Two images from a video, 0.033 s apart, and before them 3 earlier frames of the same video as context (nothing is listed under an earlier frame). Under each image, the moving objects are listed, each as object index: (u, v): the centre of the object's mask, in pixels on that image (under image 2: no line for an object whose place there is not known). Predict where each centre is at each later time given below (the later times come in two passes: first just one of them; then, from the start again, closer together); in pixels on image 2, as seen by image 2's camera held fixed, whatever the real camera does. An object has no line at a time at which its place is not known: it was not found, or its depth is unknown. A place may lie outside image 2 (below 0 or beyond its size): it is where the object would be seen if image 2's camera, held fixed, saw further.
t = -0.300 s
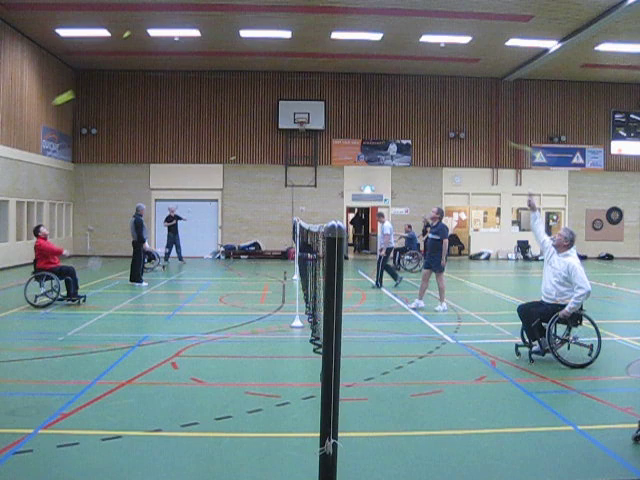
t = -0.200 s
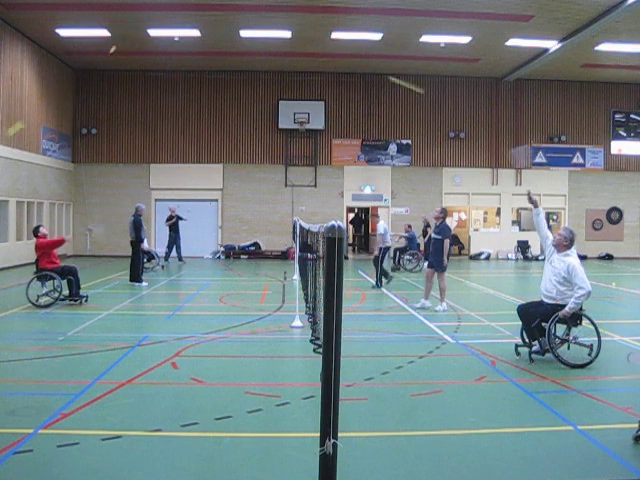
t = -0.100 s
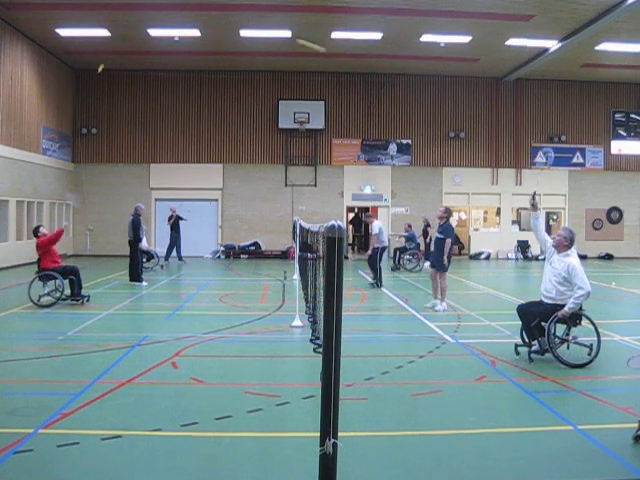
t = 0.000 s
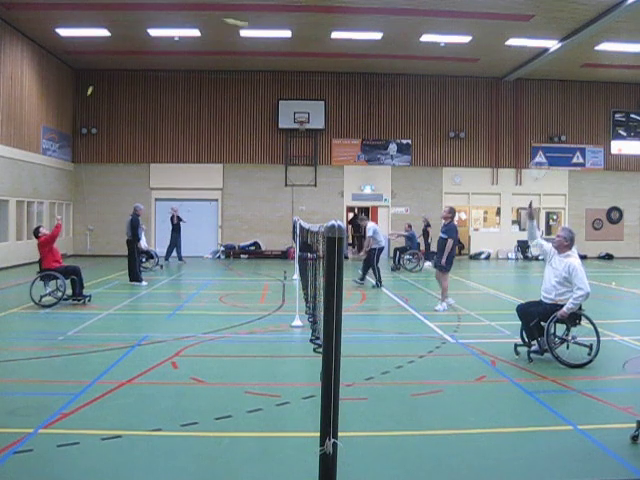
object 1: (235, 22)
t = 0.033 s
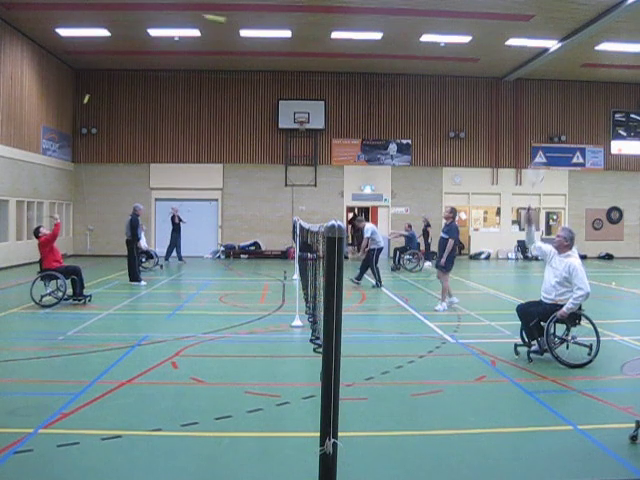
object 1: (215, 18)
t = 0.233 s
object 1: (106, 14)
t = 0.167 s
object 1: (139, 11)
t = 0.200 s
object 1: (122, 12)
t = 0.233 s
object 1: (106, 14)
